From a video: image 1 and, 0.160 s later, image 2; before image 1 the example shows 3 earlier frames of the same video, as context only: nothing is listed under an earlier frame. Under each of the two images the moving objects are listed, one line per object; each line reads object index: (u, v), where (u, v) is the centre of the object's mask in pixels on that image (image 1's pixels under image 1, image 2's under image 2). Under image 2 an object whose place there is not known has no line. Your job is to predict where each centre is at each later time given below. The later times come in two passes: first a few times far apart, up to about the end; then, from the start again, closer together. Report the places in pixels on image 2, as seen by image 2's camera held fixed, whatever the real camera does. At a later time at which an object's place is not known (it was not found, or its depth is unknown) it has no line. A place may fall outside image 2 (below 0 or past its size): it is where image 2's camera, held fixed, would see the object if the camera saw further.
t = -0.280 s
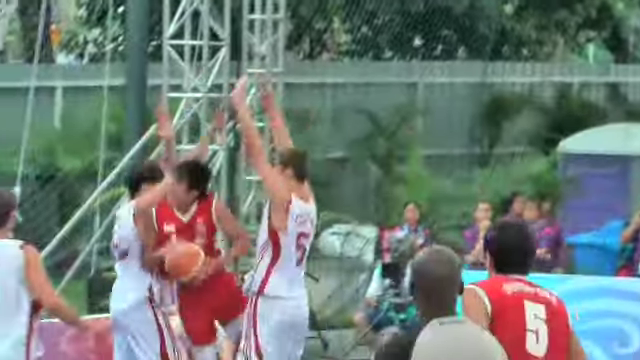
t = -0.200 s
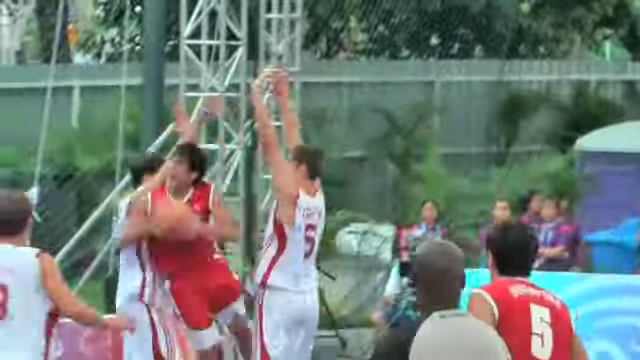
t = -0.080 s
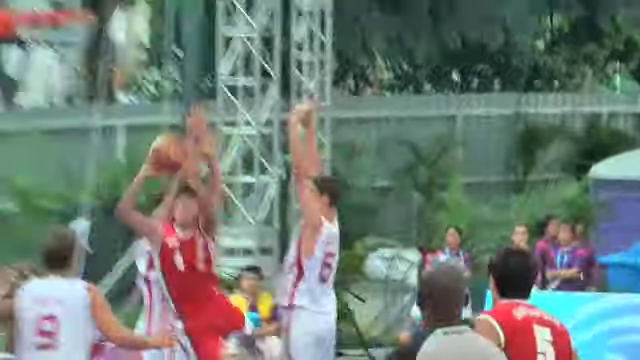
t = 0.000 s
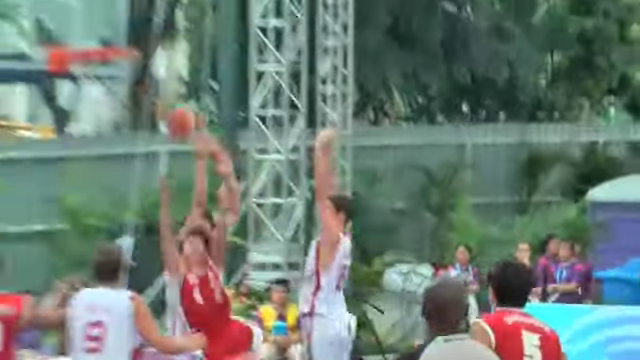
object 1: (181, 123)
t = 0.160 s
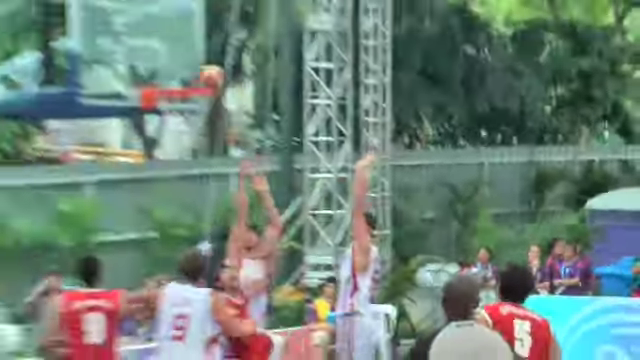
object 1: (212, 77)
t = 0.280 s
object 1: (178, 47)
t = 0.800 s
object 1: (177, 77)
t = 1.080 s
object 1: (183, 71)
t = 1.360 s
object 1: (184, 88)
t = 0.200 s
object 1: (200, 65)
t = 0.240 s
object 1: (190, 56)
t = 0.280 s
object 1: (178, 47)
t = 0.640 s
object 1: (187, 71)
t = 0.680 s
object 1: (186, 77)
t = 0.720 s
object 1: (183, 76)
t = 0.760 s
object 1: (180, 78)
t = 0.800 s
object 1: (177, 77)
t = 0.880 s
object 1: (179, 74)
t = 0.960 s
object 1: (179, 73)
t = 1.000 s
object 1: (181, 73)
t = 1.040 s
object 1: (182, 71)
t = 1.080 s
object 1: (183, 71)
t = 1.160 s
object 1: (184, 72)
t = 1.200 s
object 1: (184, 73)
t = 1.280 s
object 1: (184, 75)
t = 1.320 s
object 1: (184, 81)
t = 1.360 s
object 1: (184, 88)
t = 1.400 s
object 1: (182, 97)
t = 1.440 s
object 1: (184, 107)
